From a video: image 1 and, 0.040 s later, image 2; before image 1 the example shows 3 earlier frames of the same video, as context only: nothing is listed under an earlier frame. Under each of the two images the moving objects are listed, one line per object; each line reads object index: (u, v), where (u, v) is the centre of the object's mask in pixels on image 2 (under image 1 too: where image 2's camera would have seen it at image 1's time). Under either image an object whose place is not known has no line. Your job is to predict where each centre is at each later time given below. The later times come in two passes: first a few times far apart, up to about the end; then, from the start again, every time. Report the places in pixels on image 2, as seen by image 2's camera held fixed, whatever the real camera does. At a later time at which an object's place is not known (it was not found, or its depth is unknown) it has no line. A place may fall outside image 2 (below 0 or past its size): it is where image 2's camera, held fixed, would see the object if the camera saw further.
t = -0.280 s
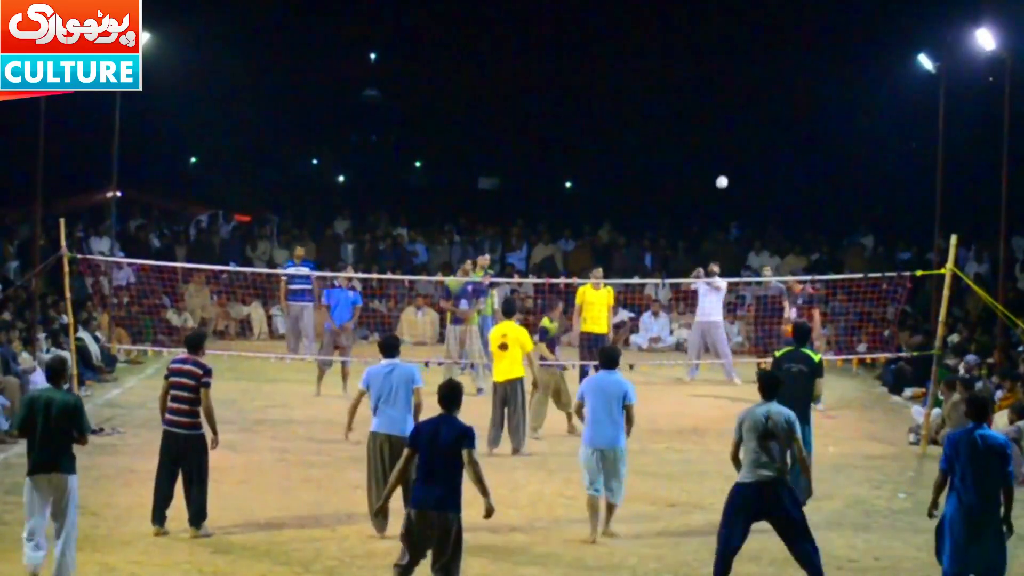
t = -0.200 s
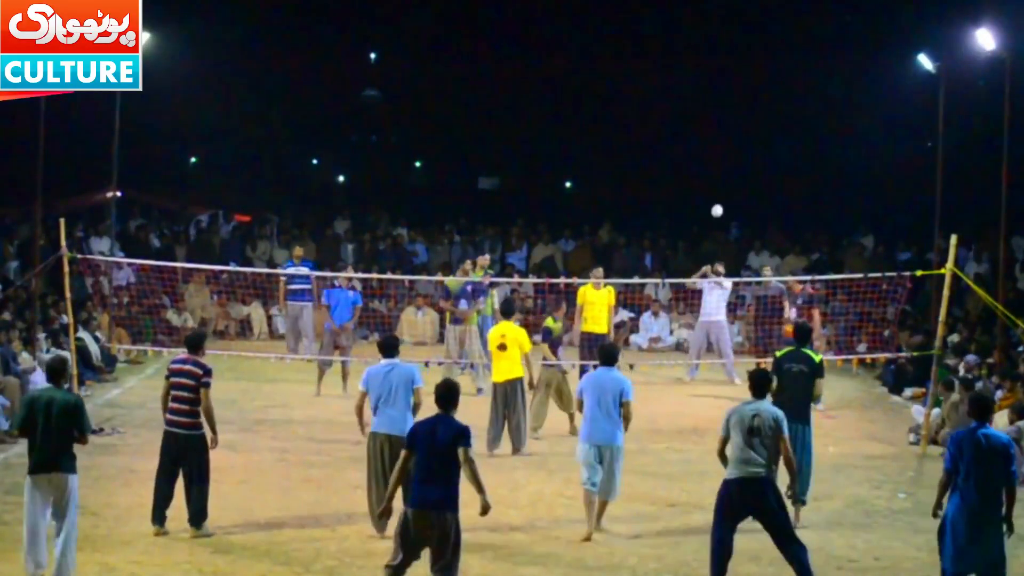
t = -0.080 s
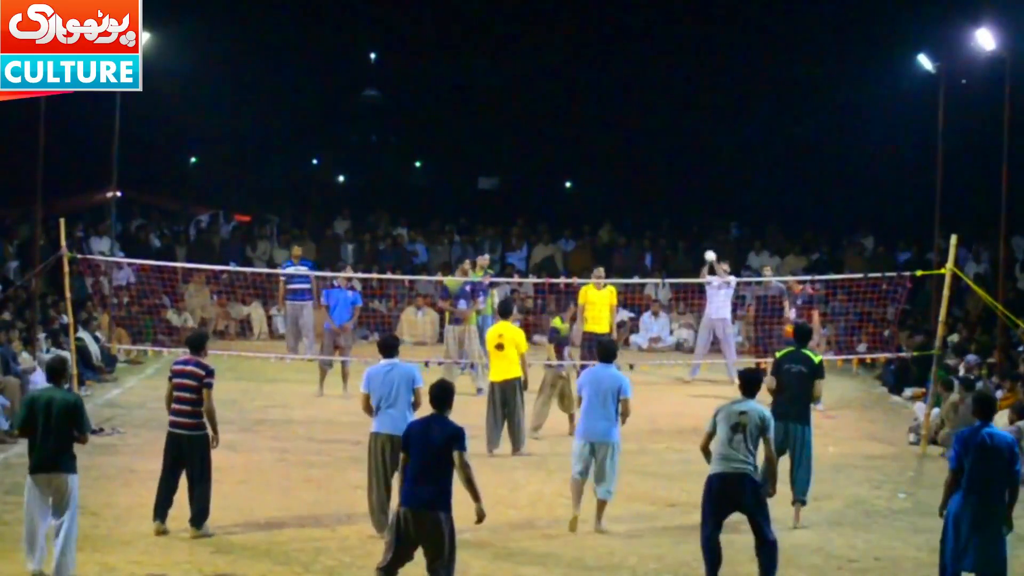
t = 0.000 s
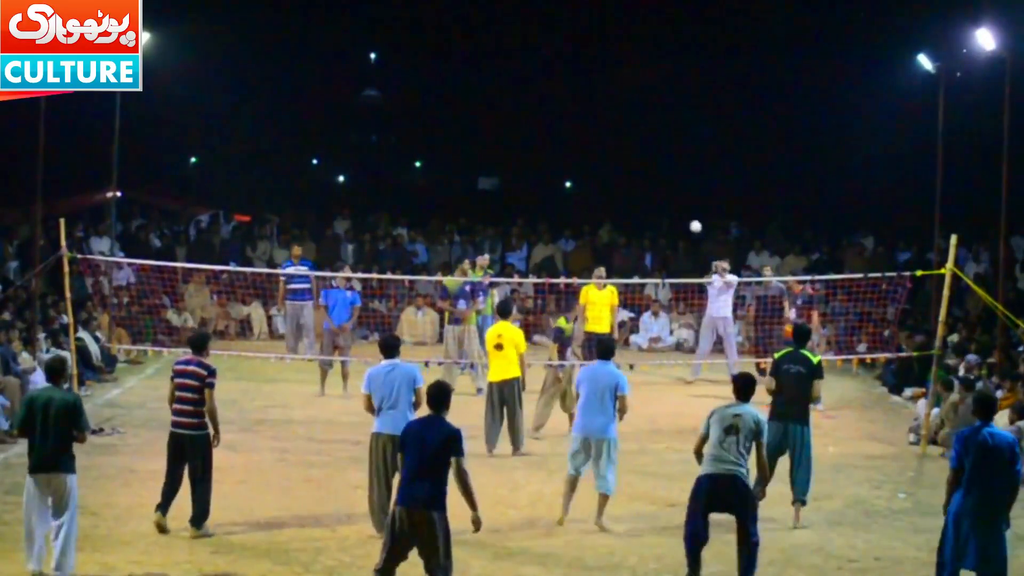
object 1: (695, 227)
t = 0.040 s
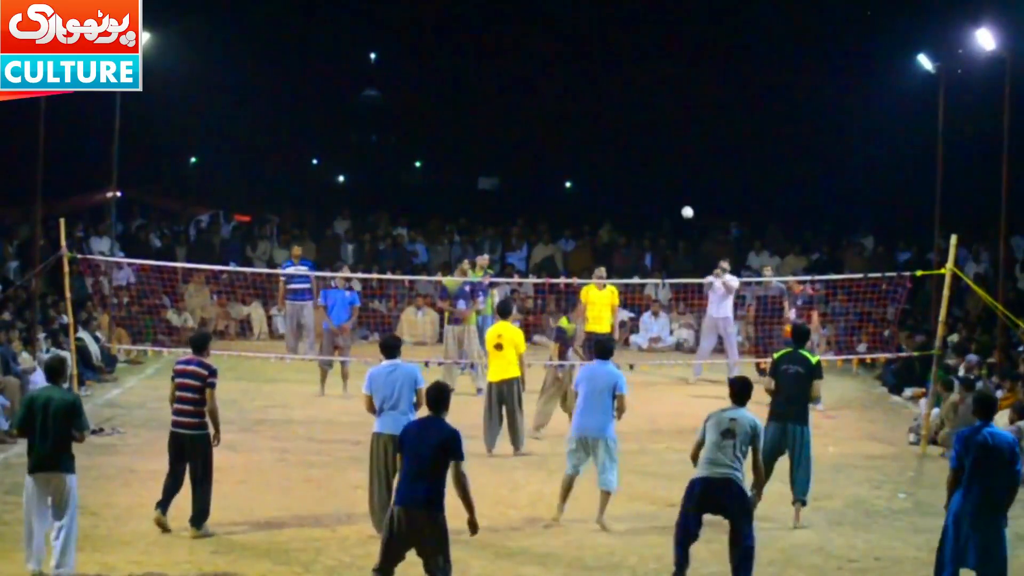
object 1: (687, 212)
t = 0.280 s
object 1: (632, 144)
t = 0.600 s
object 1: (534, 109)
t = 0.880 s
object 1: (420, 158)
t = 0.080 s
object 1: (679, 199)
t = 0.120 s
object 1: (670, 187)
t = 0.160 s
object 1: (661, 175)
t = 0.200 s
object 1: (652, 164)
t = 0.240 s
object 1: (642, 153)
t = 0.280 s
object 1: (632, 144)
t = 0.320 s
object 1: (622, 136)
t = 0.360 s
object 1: (610, 128)
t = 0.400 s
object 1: (599, 122)
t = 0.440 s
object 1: (587, 117)
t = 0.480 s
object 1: (575, 113)
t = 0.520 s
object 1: (562, 110)
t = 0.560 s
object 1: (548, 109)
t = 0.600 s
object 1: (534, 109)
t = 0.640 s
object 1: (520, 110)
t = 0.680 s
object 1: (505, 114)
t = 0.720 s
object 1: (489, 118)
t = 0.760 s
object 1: (473, 125)
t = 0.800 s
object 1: (456, 134)
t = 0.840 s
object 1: (438, 145)
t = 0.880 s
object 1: (420, 158)
